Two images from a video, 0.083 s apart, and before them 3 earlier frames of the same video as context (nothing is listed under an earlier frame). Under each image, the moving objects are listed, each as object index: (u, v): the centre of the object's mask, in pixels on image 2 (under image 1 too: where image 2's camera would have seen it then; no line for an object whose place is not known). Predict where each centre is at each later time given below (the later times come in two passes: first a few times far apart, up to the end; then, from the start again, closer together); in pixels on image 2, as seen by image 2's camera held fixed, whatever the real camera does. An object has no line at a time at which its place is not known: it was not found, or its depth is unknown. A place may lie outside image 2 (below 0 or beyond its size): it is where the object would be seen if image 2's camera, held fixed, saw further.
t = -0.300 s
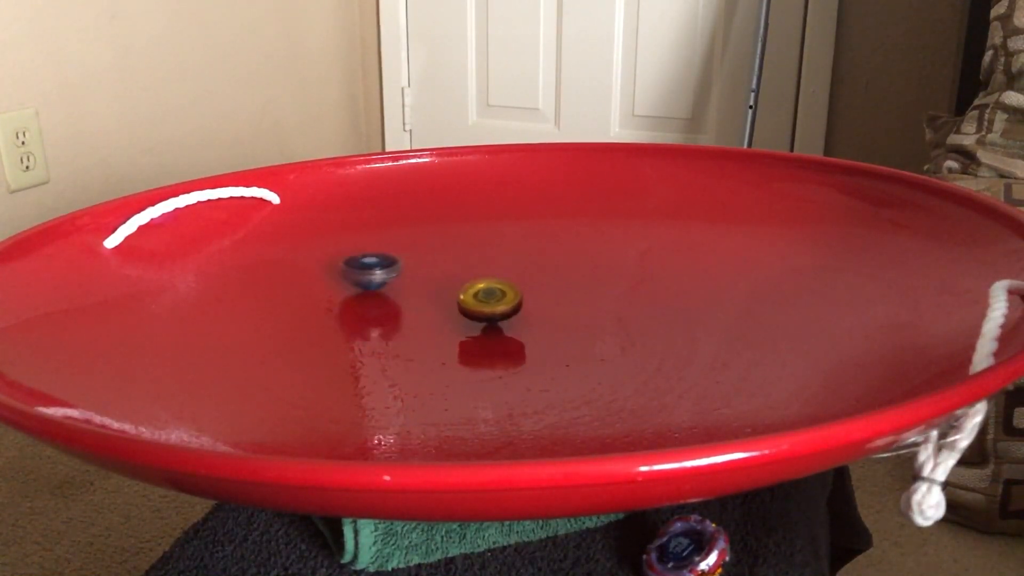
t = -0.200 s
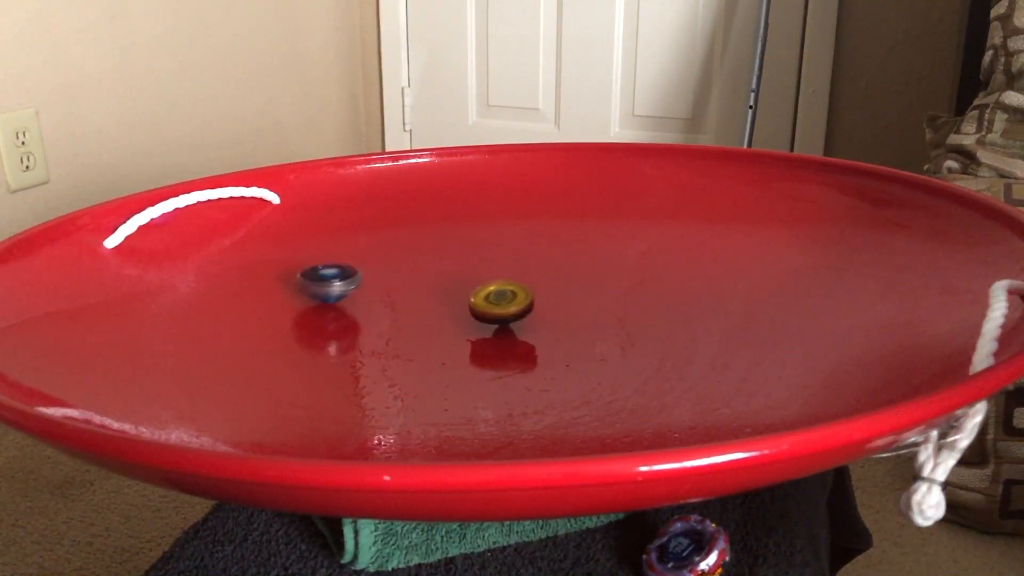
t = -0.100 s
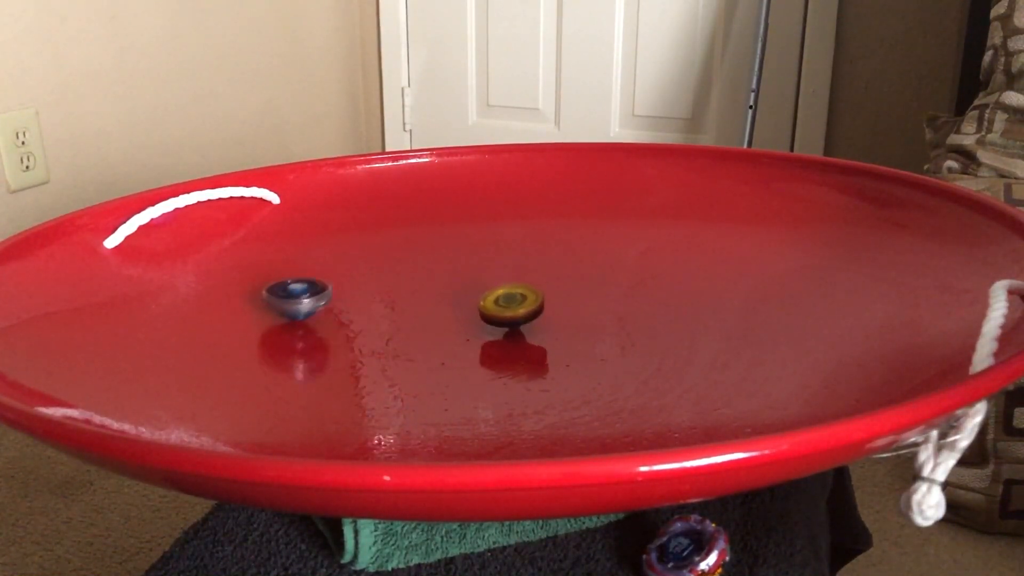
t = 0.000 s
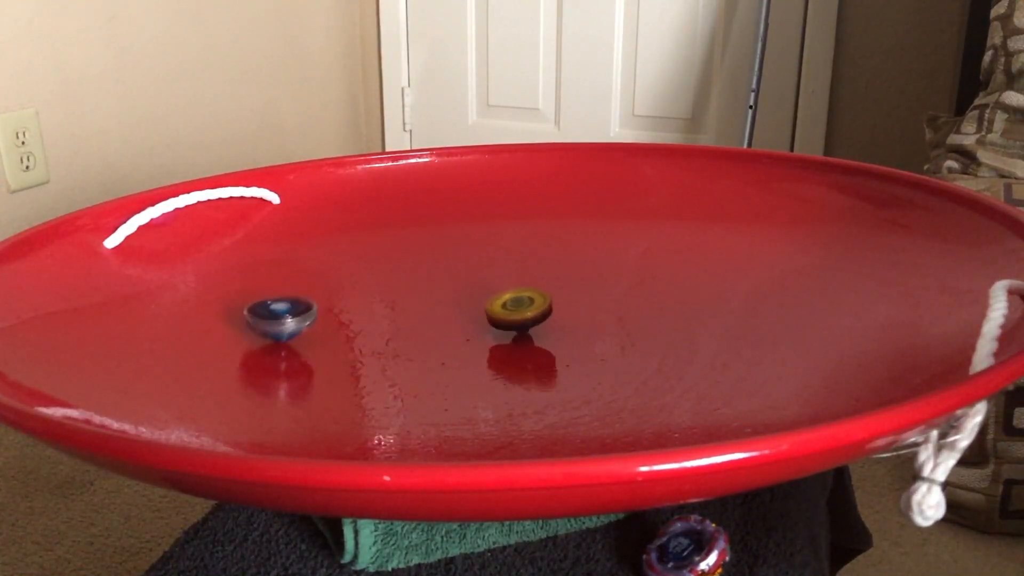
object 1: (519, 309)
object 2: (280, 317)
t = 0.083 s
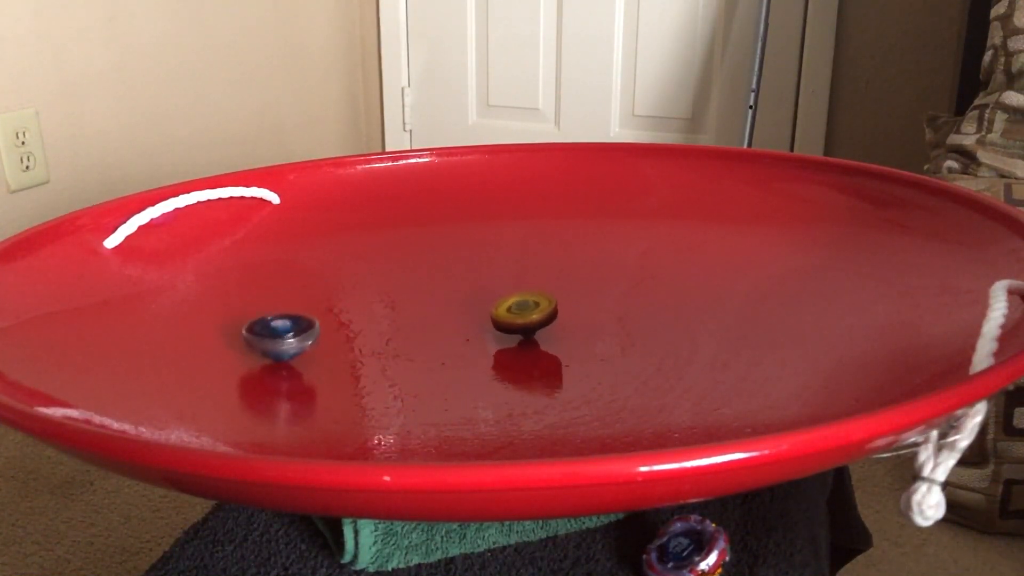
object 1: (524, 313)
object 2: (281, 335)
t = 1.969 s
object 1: (407, 311)
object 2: (287, 338)
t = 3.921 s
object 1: (444, 352)
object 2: (315, 352)
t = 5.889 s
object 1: (521, 323)
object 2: (348, 369)
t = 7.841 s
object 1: (455, 305)
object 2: (413, 376)
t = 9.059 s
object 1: (471, 345)
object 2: (366, 289)
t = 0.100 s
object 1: (525, 314)
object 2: (282, 339)
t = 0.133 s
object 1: (526, 315)
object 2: (289, 346)
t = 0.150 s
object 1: (527, 316)
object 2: (292, 350)
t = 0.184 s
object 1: (528, 318)
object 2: (303, 356)
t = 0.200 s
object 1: (528, 319)
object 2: (308, 359)
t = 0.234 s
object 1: (529, 321)
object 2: (321, 366)
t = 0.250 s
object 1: (529, 321)
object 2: (328, 369)
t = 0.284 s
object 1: (529, 323)
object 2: (345, 374)
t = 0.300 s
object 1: (529, 324)
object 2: (353, 376)
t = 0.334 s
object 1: (528, 326)
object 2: (373, 380)
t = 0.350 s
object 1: (528, 327)
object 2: (383, 381)
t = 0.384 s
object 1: (527, 329)
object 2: (405, 384)
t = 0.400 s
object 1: (527, 330)
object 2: (414, 384)
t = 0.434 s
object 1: (526, 332)
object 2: (436, 386)
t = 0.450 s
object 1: (525, 332)
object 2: (448, 386)
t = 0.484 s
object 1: (523, 334)
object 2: (471, 385)
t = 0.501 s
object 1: (522, 335)
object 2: (483, 384)
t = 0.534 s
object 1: (519, 336)
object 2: (504, 384)
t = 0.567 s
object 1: (516, 336)
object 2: (525, 378)
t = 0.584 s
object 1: (514, 337)
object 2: (534, 377)
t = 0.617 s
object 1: (511, 339)
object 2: (553, 373)
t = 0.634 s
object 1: (509, 341)
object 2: (561, 372)
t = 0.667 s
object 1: (506, 343)
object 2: (580, 366)
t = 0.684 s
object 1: (503, 344)
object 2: (587, 363)
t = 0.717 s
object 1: (499, 345)
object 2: (600, 357)
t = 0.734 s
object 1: (496, 346)
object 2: (605, 354)
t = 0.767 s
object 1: (492, 347)
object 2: (615, 348)
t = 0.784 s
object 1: (489, 348)
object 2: (619, 344)
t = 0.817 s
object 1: (484, 348)
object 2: (625, 338)
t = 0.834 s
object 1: (482, 348)
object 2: (627, 334)
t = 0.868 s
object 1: (476, 349)
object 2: (630, 328)
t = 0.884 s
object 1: (474, 349)
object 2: (631, 324)
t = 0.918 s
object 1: (469, 350)
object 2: (630, 318)
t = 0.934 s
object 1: (466, 350)
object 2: (629, 314)
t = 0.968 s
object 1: (461, 351)
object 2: (625, 308)
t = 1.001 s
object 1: (456, 350)
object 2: (619, 302)
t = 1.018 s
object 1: (453, 351)
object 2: (616, 299)
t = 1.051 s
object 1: (448, 350)
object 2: (607, 294)
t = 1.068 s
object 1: (445, 350)
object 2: (603, 291)
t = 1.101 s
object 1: (440, 350)
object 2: (592, 287)
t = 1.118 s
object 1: (438, 350)
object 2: (587, 285)
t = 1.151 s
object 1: (433, 349)
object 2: (575, 281)
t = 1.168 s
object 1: (431, 349)
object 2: (569, 279)
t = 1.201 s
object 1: (426, 348)
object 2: (556, 277)
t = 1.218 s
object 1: (424, 347)
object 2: (548, 275)
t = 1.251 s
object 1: (420, 346)
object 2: (534, 272)
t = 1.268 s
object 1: (417, 346)
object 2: (527, 271)
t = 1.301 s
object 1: (414, 345)
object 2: (512, 270)
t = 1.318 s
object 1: (412, 344)
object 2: (503, 270)
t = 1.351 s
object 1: (408, 343)
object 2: (488, 268)
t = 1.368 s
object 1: (407, 342)
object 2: (481, 269)
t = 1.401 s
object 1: (404, 340)
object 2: (464, 268)
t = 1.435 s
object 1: (401, 339)
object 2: (449, 269)
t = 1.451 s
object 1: (400, 338)
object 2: (440, 269)
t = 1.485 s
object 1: (398, 336)
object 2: (424, 271)
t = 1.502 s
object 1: (397, 336)
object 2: (415, 271)
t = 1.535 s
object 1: (395, 334)
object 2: (401, 273)
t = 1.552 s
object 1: (394, 333)
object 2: (392, 274)
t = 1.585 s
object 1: (393, 331)
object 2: (378, 278)
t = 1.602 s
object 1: (393, 330)
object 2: (370, 279)
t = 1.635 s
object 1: (393, 328)
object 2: (357, 283)
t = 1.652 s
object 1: (393, 327)
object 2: (350, 285)
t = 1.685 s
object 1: (393, 326)
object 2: (338, 289)
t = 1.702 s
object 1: (393, 325)
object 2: (332, 291)
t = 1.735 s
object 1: (393, 323)
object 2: (320, 296)
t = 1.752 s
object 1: (394, 322)
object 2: (315, 299)
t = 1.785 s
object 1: (395, 320)
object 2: (306, 304)
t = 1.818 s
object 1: (397, 319)
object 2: (298, 309)
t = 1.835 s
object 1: (397, 318)
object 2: (295, 312)
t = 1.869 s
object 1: (399, 316)
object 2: (290, 319)
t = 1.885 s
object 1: (401, 315)
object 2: (288, 322)
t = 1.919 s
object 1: (403, 314)
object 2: (287, 328)
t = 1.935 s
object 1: (404, 313)
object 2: (286, 332)
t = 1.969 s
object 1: (407, 311)
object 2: (287, 338)
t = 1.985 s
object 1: (408, 311)
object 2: (288, 342)
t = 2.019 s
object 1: (411, 309)
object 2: (294, 348)
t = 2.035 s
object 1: (413, 309)
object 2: (296, 352)
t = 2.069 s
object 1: (416, 308)
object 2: (304, 358)
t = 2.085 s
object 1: (418, 307)
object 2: (310, 361)
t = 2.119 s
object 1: (421, 306)
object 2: (321, 367)
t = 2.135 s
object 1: (423, 305)
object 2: (328, 369)
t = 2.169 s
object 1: (427, 304)
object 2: (342, 375)
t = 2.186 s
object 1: (429, 304)
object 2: (350, 377)
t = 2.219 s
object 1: (433, 303)
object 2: (370, 380)
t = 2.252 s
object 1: (438, 302)
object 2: (388, 382)
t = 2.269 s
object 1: (440, 302)
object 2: (400, 383)
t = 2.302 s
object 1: (445, 301)
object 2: (419, 385)
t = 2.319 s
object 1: (447, 301)
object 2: (430, 385)
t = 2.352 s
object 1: (452, 301)
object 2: (452, 385)
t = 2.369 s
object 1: (454, 301)
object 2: (462, 384)
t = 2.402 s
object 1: (459, 300)
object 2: (484, 383)
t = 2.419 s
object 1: (461, 300)
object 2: (494, 382)
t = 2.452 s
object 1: (465, 300)
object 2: (513, 379)
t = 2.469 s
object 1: (468, 300)
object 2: (523, 377)
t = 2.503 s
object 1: (472, 300)
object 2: (540, 373)
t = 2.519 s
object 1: (474, 301)
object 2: (550, 371)
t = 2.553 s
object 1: (479, 301)
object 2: (565, 366)
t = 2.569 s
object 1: (481, 301)
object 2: (571, 363)
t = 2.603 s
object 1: (485, 302)
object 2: (584, 357)
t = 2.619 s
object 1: (487, 302)
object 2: (589, 354)
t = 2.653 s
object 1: (491, 303)
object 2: (598, 347)
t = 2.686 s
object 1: (495, 303)
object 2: (604, 341)
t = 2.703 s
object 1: (497, 304)
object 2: (606, 338)
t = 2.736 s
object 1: (501, 305)
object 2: (609, 331)
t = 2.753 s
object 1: (503, 306)
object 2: (610, 327)
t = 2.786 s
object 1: (506, 307)
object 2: (610, 321)
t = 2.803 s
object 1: (507, 308)
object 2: (609, 318)
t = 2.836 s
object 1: (510, 309)
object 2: (606, 311)
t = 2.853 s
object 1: (512, 310)
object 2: (604, 308)
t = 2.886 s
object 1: (514, 311)
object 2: (598, 303)
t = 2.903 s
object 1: (516, 312)
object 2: (595, 300)
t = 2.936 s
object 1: (518, 313)
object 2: (586, 295)
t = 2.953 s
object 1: (519, 314)
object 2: (582, 293)
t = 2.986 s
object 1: (521, 315)
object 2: (572, 288)
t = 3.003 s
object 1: (522, 316)
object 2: (567, 286)
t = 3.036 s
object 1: (523, 317)
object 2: (557, 281)
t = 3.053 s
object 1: (523, 318)
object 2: (550, 279)
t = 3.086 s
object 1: (524, 320)
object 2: (537, 276)
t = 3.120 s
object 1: (525, 321)
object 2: (524, 274)
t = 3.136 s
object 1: (525, 322)
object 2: (517, 273)
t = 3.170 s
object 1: (526, 325)
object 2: (504, 271)
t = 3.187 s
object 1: (526, 326)
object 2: (497, 271)
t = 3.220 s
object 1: (526, 328)
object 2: (482, 269)
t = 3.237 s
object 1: (525, 329)
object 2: (475, 269)
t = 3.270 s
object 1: (525, 331)
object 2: (459, 268)
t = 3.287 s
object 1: (525, 332)
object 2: (452, 268)
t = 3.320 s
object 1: (523, 334)
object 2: (437, 269)
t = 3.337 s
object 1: (522, 335)
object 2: (429, 269)
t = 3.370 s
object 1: (520, 337)
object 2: (415, 271)
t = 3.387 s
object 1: (518, 337)
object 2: (407, 272)
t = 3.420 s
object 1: (516, 339)
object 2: (393, 273)
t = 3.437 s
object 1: (514, 340)
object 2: (386, 274)
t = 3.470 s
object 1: (511, 342)
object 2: (371, 278)
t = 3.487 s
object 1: (509, 343)
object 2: (365, 279)
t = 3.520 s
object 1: (505, 344)
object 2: (353, 283)
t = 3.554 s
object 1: (501, 346)
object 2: (340, 287)
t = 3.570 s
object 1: (498, 347)
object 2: (335, 289)
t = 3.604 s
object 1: (494, 348)
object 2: (325, 294)
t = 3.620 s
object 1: (491, 348)
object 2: (320, 297)
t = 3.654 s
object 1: (486, 350)
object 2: (312, 302)
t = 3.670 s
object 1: (484, 350)
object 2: (309, 305)
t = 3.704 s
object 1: (478, 351)
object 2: (303, 311)
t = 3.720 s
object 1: (476, 351)
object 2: (301, 314)
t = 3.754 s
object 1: (471, 352)
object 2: (299, 320)
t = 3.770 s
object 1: (468, 352)
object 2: (298, 323)
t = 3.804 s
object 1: (462, 352)
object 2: (298, 329)
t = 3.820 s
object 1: (460, 352)
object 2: (299, 333)
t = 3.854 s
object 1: (454, 353)
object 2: (302, 339)
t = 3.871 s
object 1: (452, 353)
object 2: (304, 342)
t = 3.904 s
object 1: (446, 352)
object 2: (312, 349)
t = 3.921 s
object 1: (444, 352)
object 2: (315, 352)
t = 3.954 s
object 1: (439, 352)
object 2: (324, 357)
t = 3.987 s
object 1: (434, 351)
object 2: (337, 363)
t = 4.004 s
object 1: (431, 351)
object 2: (343, 366)
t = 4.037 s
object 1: (428, 350)
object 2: (358, 370)
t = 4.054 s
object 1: (427, 349)
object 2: (367, 372)
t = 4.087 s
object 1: (424, 344)
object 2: (384, 376)
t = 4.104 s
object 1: (421, 343)
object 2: (392, 376)
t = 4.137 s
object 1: (414, 342)
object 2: (412, 379)
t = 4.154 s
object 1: (412, 342)
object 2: (420, 380)
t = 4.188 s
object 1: (408, 342)
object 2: (438, 380)
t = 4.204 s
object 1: (407, 343)
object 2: (448, 380)
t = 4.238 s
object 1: (405, 343)
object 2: (471, 380)
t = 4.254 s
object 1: (404, 342)
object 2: (480, 380)
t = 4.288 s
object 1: (401, 340)
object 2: (501, 378)
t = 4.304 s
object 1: (400, 339)
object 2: (511, 377)
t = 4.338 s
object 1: (399, 337)
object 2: (529, 374)
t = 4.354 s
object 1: (398, 337)
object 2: (537, 372)
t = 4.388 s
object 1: (397, 335)
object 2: (555, 368)
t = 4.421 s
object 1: (396, 333)
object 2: (569, 364)
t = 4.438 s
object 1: (396, 332)
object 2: (575, 361)
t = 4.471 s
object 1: (395, 330)
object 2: (588, 355)
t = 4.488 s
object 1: (395, 329)
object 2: (593, 353)
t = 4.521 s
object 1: (395, 327)
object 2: (601, 347)
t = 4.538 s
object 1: (395, 327)
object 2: (605, 344)
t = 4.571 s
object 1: (396, 325)
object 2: (610, 337)
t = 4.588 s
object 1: (397, 324)
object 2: (612, 334)
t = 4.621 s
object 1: (398, 322)
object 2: (614, 328)
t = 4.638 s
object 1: (399, 321)
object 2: (614, 324)
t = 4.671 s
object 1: (401, 319)
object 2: (613, 318)
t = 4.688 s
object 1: (402, 318)
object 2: (613, 316)
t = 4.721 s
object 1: (404, 316)
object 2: (609, 310)
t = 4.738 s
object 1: (405, 316)
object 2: (606, 307)
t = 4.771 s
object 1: (408, 314)
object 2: (599, 302)
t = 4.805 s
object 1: (411, 313)
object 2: (591, 297)
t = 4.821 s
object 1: (413, 312)
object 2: (587, 295)
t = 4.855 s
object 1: (416, 310)
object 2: (577, 291)
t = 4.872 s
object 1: (417, 310)
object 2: (571, 289)
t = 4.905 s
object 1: (421, 309)
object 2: (560, 285)
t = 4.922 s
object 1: (423, 308)
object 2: (555, 284)
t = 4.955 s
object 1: (427, 307)
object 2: (541, 281)
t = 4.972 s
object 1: (429, 306)
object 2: (535, 279)
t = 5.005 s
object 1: (433, 306)
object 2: (522, 277)
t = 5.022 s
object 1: (435, 305)
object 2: (515, 277)
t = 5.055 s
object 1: (439, 304)
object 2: (500, 275)
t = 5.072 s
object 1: (441, 304)
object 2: (493, 275)
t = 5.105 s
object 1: (446, 303)
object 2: (480, 273)
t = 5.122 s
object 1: (448, 302)
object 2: (472, 272)
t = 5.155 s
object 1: (453, 302)
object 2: (455, 270)
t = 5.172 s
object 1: (455, 302)
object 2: (448, 270)
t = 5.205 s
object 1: (460, 302)
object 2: (431, 273)
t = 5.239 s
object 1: (464, 302)
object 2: (418, 276)
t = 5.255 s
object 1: (466, 302)
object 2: (411, 277)
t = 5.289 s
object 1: (470, 302)
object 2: (396, 279)
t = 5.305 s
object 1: (473, 302)
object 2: (388, 280)
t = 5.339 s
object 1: (477, 303)
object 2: (375, 283)
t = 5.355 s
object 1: (479, 303)
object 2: (369, 285)
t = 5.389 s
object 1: (484, 304)
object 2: (355, 288)
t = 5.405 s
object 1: (486, 304)
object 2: (349, 290)
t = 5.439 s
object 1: (490, 305)
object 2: (338, 294)
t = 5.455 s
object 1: (492, 305)
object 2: (333, 296)
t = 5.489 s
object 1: (495, 306)
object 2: (323, 301)
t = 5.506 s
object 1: (497, 307)
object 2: (319, 303)
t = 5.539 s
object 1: (501, 308)
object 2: (311, 308)
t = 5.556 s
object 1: (502, 308)
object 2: (308, 311)
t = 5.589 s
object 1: (506, 310)
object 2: (302, 317)
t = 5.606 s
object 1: (508, 310)
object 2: (301, 319)
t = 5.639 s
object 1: (511, 312)
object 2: (298, 326)
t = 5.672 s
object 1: (513, 313)
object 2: (298, 332)
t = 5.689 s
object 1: (514, 314)
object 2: (298, 335)
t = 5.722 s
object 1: (516, 315)
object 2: (301, 341)
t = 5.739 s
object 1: (517, 316)
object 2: (303, 344)
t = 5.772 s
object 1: (518, 318)
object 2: (310, 351)
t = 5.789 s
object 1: (519, 319)
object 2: (313, 353)
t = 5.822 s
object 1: (520, 320)
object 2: (322, 359)
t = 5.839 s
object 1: (520, 321)
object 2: (328, 361)
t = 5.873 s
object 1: (521, 323)
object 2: (342, 366)
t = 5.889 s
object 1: (521, 323)
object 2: (348, 369)
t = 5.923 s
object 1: (522, 324)
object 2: (363, 372)
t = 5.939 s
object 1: (521, 325)
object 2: (372, 374)
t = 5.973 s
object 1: (521, 327)
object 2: (392, 377)
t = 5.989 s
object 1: (521, 328)
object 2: (400, 378)
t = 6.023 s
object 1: (521, 330)
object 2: (418, 379)
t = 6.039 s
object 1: (520, 331)
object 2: (428, 380)
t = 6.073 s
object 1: (519, 333)
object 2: (449, 379)
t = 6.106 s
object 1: (517, 334)
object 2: (468, 379)
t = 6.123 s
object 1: (516, 335)
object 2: (478, 378)
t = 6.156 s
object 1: (513, 334)
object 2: (498, 376)
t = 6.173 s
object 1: (512, 334)
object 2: (507, 374)
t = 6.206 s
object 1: (508, 335)
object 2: (524, 370)
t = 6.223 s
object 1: (505, 336)
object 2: (532, 369)
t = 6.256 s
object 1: (500, 339)
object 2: (545, 365)
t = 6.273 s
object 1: (499, 342)
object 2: (553, 363)
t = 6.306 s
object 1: (496, 344)
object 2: (567, 357)
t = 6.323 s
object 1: (495, 344)
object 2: (573, 355)
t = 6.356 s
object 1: (490, 346)
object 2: (582, 349)
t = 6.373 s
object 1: (488, 346)
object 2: (586, 346)
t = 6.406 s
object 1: (483, 347)
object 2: (593, 340)
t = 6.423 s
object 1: (481, 348)
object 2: (596, 337)
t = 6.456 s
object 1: (476, 348)
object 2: (599, 331)
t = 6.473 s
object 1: (473, 349)
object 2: (600, 328)
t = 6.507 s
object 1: (468, 349)
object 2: (600, 321)
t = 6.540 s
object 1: (463, 350)
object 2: (598, 315)
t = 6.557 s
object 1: (461, 350)
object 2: (597, 312)
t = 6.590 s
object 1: (456, 349)
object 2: (593, 307)
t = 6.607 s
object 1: (453, 349)
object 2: (590, 304)
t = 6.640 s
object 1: (449, 349)
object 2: (582, 299)
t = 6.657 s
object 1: (446, 349)
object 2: (579, 297)
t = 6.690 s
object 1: (442, 349)
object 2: (571, 292)
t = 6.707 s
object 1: (440, 348)
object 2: (566, 291)
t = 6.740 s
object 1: (435, 348)
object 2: (556, 287)
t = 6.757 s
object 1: (433, 348)
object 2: (550, 285)
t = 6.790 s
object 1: (429, 347)
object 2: (539, 282)
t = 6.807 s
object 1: (427, 346)
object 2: (533, 280)
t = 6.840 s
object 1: (423, 345)
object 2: (521, 278)
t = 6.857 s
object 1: (422, 345)
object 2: (513, 277)
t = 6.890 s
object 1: (418, 343)
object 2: (501, 275)
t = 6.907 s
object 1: (417, 343)
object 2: (494, 274)
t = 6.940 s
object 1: (414, 342)
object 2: (480, 273)
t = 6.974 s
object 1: (411, 340)
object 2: (465, 273)
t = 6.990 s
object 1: (410, 339)
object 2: (458, 273)
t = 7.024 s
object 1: (408, 338)
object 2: (445, 273)
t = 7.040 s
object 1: (408, 337)
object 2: (438, 273)
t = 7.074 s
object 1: (407, 335)
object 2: (423, 275)
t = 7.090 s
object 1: (406, 335)
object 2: (416, 276)
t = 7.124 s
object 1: (404, 333)
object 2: (402, 278)
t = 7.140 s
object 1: (404, 332)
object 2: (396, 279)
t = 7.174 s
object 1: (404, 330)
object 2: (383, 282)
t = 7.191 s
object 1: (404, 329)
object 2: (376, 283)
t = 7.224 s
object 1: (404, 327)
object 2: (363, 287)
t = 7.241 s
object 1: (404, 326)
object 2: (358, 289)
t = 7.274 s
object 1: (405, 325)
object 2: (348, 293)
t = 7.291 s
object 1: (405, 324)
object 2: (343, 295)
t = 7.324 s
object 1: (406, 322)
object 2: (333, 300)
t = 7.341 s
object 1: (407, 322)
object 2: (329, 302)
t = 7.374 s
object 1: (409, 320)
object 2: (323, 307)
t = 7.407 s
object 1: (411, 318)
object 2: (317, 313)
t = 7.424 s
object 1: (412, 317)
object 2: (315, 316)
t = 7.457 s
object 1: (414, 316)
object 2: (312, 322)
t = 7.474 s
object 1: (415, 315)
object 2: (311, 324)
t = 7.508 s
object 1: (418, 314)
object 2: (311, 330)
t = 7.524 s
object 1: (420, 313)
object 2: (311, 334)
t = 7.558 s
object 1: (423, 312)
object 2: (314, 339)
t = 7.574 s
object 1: (424, 311)
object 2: (316, 342)
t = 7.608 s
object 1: (428, 310)
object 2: (323, 348)
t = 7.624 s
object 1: (430, 309)
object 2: (326, 351)
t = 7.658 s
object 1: (433, 308)
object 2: (334, 357)
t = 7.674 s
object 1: (435, 308)
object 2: (339, 359)
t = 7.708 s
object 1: (439, 307)
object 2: (351, 364)
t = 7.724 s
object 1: (441, 307)
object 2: (357, 366)
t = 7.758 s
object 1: (445, 306)
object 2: (373, 370)
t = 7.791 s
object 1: (449, 305)
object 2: (388, 373)
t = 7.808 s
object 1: (451, 305)
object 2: (396, 374)
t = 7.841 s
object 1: (455, 305)
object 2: (413, 376)
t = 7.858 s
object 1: (458, 304)
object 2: (422, 376)
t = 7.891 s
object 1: (461, 304)
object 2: (441, 377)
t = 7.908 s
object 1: (464, 305)
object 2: (452, 378)
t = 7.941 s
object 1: (467, 305)
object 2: (470, 377)
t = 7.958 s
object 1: (469, 305)
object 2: (479, 377)
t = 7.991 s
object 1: (473, 305)
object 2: (496, 375)
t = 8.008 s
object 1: (475, 305)
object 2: (505, 374)
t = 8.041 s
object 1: (479, 306)
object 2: (522, 371)
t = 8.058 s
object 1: (480, 306)
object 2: (531, 370)
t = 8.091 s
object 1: (484, 307)
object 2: (546, 365)
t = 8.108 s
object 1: (486, 307)
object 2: (554, 363)
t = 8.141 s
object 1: (489, 308)
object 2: (566, 359)
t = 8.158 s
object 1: (490, 309)
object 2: (571, 356)
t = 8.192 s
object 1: (493, 310)
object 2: (581, 351)
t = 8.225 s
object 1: (496, 311)
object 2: (588, 345)
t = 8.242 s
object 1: (497, 311)
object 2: (592, 342)
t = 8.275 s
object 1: (500, 312)
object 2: (596, 336)
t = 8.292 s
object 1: (501, 313)
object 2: (597, 333)
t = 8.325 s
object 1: (503, 314)
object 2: (599, 327)
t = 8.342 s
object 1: (504, 315)
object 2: (599, 324)
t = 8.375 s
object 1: (506, 317)
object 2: (597, 318)
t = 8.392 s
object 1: (507, 317)
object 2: (596, 316)
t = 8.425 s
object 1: (508, 318)
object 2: (592, 310)
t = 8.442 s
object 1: (509, 319)
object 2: (589, 308)
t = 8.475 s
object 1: (510, 321)
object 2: (583, 303)
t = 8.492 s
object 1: (510, 321)
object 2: (579, 300)
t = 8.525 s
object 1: (511, 323)
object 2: (570, 296)
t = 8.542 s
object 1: (511, 324)
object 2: (565, 295)
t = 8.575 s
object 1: (512, 325)
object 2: (555, 291)
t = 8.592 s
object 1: (511, 326)
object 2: (549, 289)
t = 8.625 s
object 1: (511, 328)
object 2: (538, 286)
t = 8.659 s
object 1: (510, 329)
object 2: (527, 283)
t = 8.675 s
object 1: (510, 330)
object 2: (521, 283)
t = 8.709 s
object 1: (508, 331)
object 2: (507, 281)
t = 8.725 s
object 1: (506, 332)
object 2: (500, 280)
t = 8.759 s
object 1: (505, 334)
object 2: (487, 279)
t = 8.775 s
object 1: (504, 335)
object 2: (480, 278)
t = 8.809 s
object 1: (501, 336)
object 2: (467, 278)
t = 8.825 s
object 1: (499, 337)
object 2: (460, 278)
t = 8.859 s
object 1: (496, 339)
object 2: (445, 278)
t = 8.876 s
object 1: (495, 339)
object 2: (438, 278)
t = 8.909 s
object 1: (491, 341)
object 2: (423, 279)
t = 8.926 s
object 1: (489, 342)
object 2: (417, 279)
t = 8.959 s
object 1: (485, 343)
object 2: (404, 281)
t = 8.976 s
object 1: (483, 343)
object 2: (398, 282)
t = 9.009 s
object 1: (478, 344)
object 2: (384, 285)
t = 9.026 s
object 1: (476, 345)
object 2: (378, 286)
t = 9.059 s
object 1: (471, 345)
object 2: (366, 289)
